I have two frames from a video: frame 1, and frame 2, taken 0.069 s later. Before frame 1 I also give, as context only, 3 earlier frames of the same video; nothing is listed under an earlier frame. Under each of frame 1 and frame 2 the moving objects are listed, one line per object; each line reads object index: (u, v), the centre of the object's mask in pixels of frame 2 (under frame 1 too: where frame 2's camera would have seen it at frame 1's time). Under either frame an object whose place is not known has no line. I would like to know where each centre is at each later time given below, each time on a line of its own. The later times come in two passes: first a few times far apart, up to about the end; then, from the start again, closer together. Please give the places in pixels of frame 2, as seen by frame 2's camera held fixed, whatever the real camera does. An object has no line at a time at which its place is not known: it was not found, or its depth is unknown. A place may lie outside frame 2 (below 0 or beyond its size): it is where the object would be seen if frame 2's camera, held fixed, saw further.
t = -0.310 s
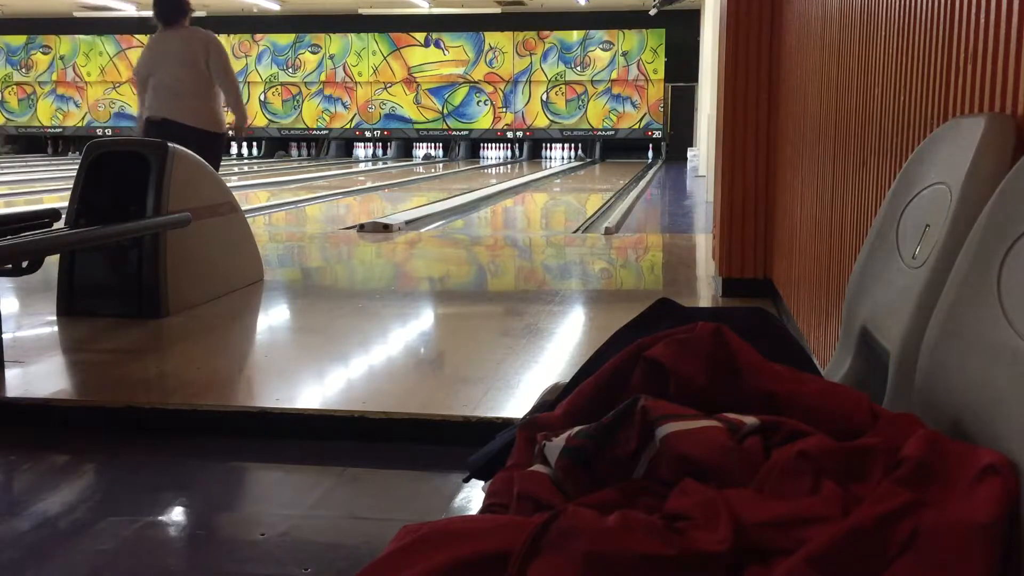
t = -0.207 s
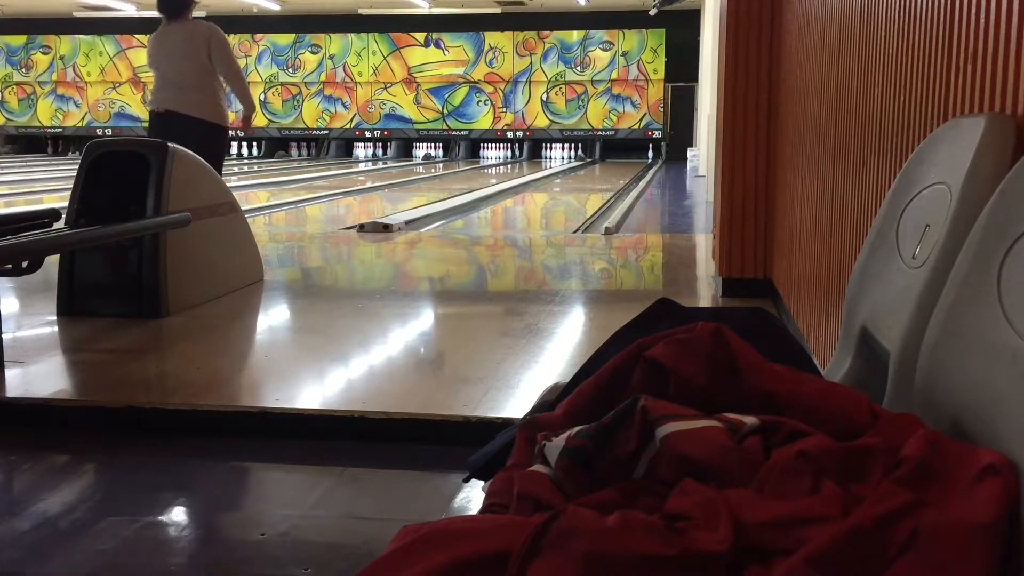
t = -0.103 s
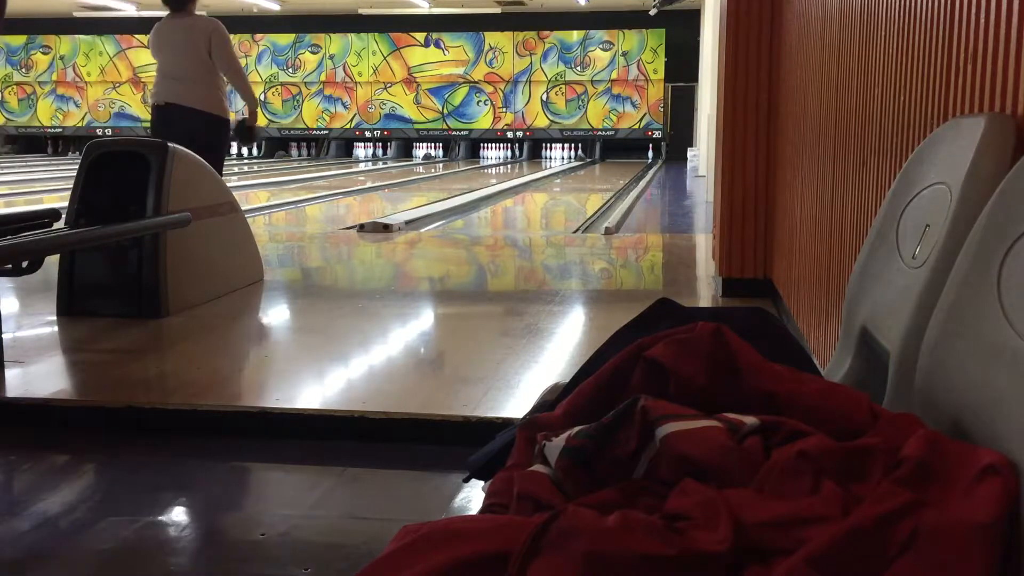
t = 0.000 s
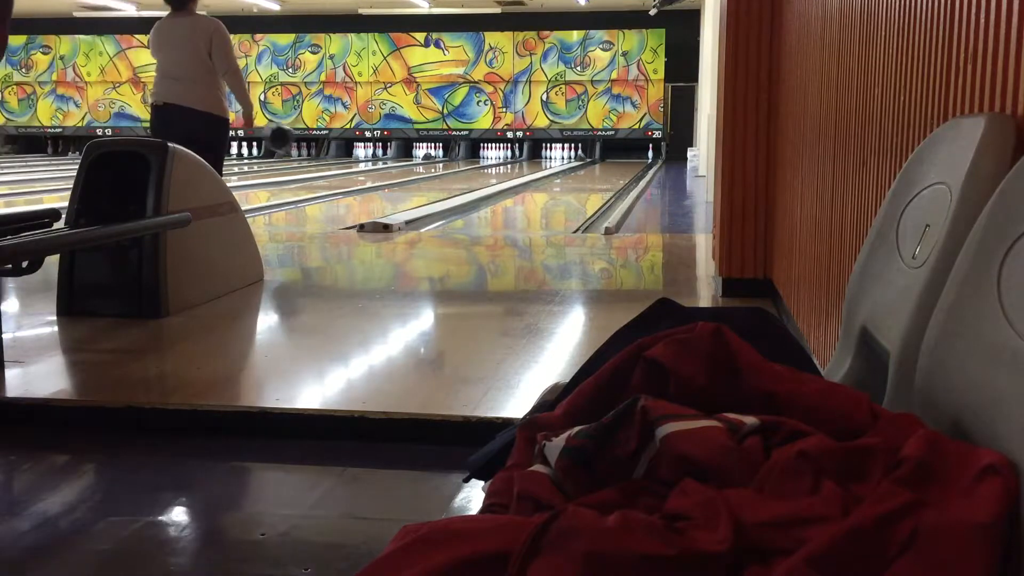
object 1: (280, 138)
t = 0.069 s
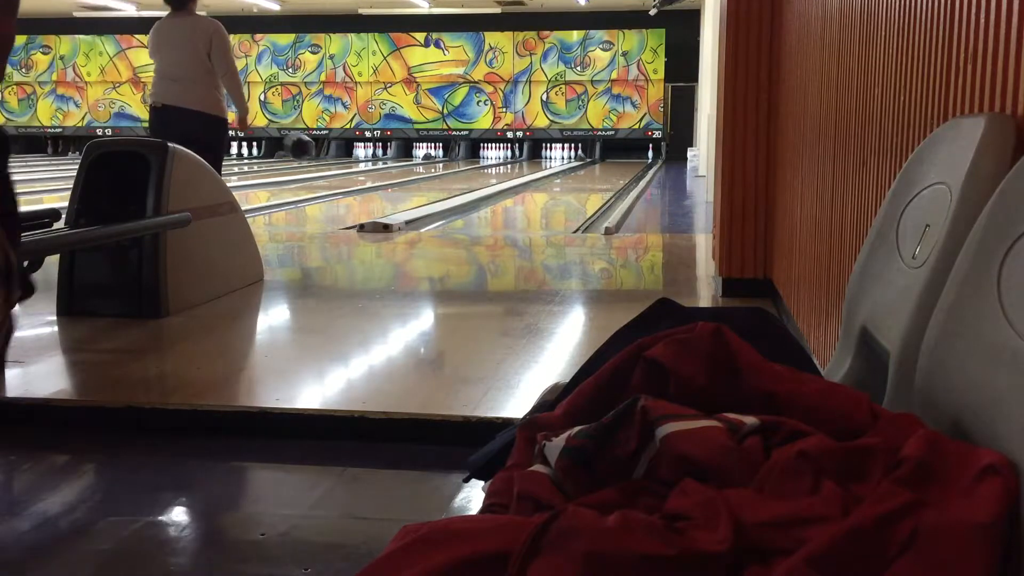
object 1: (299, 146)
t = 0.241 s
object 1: (343, 191)
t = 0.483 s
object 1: (387, 191)
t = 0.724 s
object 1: (420, 184)
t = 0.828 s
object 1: (432, 181)
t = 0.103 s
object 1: (309, 153)
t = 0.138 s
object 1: (318, 161)
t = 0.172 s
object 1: (326, 169)
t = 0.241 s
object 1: (343, 191)
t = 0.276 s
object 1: (351, 198)
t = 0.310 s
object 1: (357, 196)
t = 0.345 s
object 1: (363, 194)
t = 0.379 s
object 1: (369, 193)
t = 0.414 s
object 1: (375, 193)
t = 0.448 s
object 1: (381, 192)
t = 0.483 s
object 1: (387, 191)
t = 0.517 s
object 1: (392, 190)
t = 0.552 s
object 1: (397, 189)
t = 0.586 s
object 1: (402, 188)
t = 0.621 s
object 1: (406, 186)
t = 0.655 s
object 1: (411, 185)
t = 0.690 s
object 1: (416, 184)
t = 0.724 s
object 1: (420, 184)
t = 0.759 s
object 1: (424, 183)
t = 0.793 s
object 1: (428, 182)
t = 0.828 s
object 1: (432, 181)
